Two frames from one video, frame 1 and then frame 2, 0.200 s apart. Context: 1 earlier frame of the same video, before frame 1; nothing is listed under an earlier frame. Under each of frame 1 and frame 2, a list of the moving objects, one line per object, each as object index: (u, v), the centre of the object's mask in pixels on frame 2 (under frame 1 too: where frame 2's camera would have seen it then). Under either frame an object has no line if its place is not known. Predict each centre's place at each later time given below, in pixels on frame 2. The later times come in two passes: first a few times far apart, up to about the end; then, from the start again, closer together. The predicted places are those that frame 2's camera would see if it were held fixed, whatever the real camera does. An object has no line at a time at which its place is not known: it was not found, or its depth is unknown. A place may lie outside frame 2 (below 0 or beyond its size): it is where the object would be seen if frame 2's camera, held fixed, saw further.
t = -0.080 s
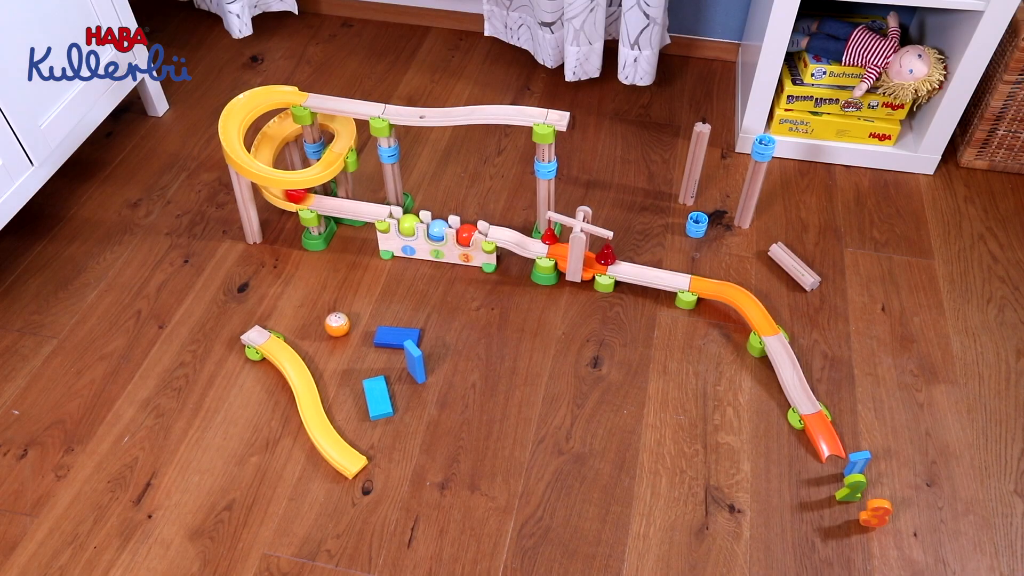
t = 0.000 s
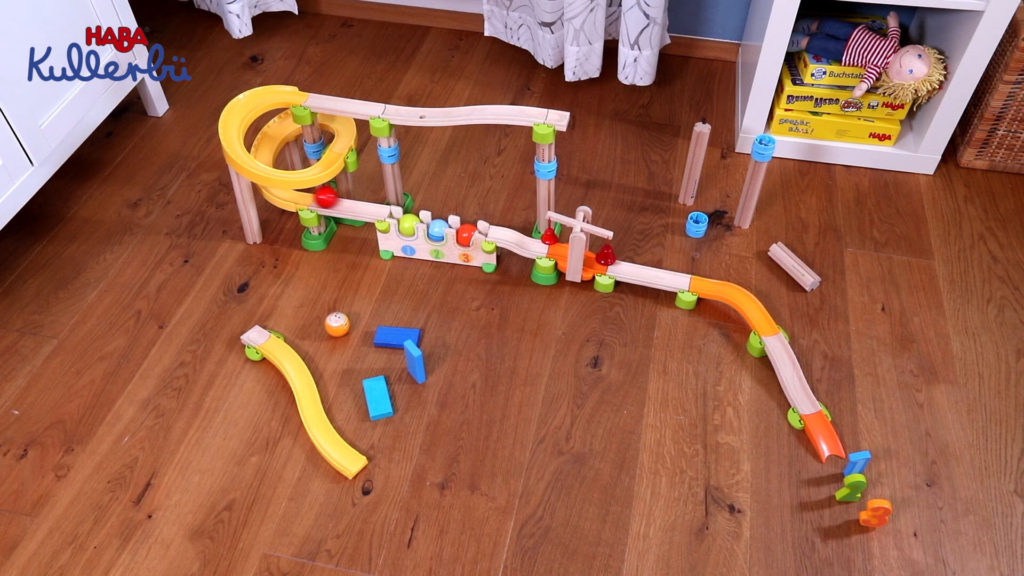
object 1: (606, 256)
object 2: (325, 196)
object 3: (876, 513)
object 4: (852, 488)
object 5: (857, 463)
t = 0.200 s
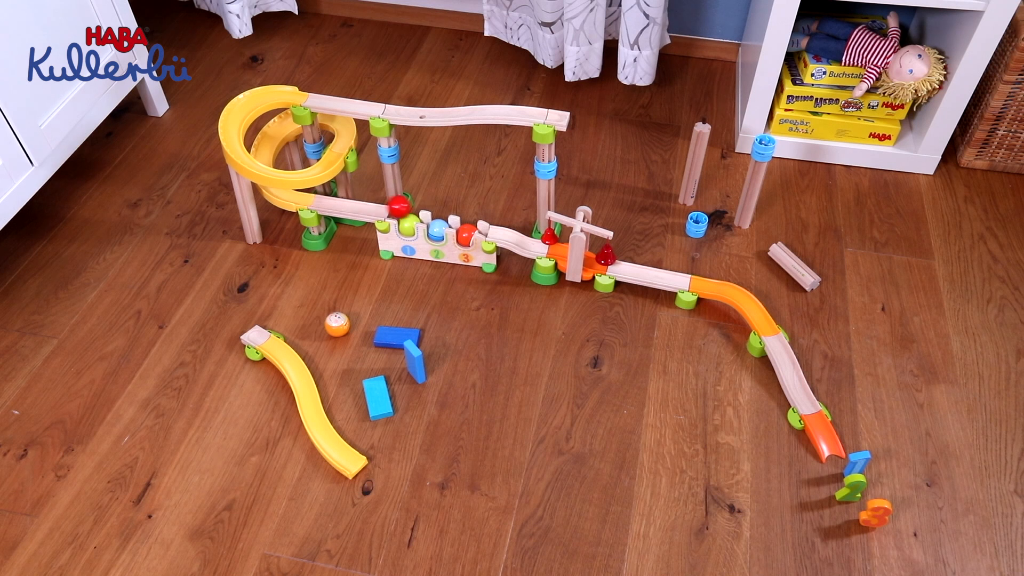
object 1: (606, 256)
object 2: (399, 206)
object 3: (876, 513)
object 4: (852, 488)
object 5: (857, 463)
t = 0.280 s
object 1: (606, 256)
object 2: (420, 208)
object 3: (876, 513)
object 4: (852, 488)
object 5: (857, 463)
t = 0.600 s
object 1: (606, 256)
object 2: (485, 222)
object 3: (876, 513)
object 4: (852, 488)
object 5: (857, 463)
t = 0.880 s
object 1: (606, 256)
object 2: (547, 242)
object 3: (876, 513)
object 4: (852, 488)
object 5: (857, 463)
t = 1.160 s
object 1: (631, 244)
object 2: (623, 262)
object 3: (876, 513)
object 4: (852, 488)
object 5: (857, 463)
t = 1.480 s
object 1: (596, 252)
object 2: (702, 278)
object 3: (876, 513)
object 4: (852, 488)
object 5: (857, 463)
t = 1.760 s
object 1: (606, 255)
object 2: (745, 291)
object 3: (876, 513)
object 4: (852, 488)
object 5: (857, 463)
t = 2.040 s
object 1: (617, 255)
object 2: (776, 331)
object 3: (876, 513)
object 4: (852, 488)
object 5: (857, 463)
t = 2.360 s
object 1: (592, 250)
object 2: (811, 399)
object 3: (876, 513)
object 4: (852, 488)
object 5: (857, 463)
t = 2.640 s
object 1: (617, 255)
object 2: (848, 474)
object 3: (876, 513)
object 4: (854, 494)
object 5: (888, 494)
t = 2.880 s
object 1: (598, 254)
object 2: (872, 514)
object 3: (899, 554)
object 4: (855, 546)
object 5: (947, 531)
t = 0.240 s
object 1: (606, 256)
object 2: (410, 205)
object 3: (876, 513)
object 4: (852, 488)
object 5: (857, 463)
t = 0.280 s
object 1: (606, 256)
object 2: (420, 208)
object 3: (876, 513)
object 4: (852, 488)
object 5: (857, 463)
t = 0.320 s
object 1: (606, 256)
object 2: (429, 212)
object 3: (876, 513)
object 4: (852, 488)
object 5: (857, 463)
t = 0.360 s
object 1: (606, 256)
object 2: (439, 213)
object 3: (876, 513)
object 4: (852, 488)
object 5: (857, 463)
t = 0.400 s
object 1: (606, 256)
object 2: (448, 215)
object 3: (876, 513)
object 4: (852, 488)
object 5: (857, 463)
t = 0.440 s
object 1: (606, 256)
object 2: (456, 217)
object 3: (876, 513)
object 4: (852, 488)
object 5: (857, 463)
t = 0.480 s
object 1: (606, 256)
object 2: (463, 217)
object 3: (876, 513)
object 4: (852, 488)
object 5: (857, 463)
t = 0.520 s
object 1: (606, 256)
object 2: (470, 218)
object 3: (876, 513)
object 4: (852, 488)
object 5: (857, 463)
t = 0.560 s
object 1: (606, 256)
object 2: (478, 220)
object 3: (876, 513)
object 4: (852, 488)
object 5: (857, 463)
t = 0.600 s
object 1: (606, 256)
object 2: (485, 222)
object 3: (876, 513)
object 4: (852, 488)
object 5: (857, 463)
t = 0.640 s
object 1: (606, 256)
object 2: (492, 226)
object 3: (876, 513)
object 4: (852, 488)
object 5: (857, 463)
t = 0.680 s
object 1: (606, 256)
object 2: (500, 227)
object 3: (876, 513)
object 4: (852, 488)
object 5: (857, 463)
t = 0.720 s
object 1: (606, 256)
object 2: (508, 229)
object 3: (876, 513)
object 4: (852, 488)
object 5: (857, 463)
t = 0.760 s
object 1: (606, 256)
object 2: (517, 232)
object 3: (876, 513)
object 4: (852, 488)
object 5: (857, 463)
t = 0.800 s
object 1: (606, 256)
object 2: (526, 236)
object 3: (876, 513)
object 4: (852, 488)
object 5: (857, 463)
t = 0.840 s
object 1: (606, 256)
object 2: (536, 240)
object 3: (876, 513)
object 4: (852, 488)
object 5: (857, 463)
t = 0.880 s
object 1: (606, 256)
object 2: (547, 242)
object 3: (876, 513)
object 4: (852, 488)
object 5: (857, 463)
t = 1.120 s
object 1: (629, 248)
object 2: (612, 260)
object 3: (876, 513)
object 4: (852, 488)
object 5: (857, 463)
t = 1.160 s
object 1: (631, 244)
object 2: (623, 262)
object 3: (876, 513)
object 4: (852, 488)
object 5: (857, 463)
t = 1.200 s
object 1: (629, 244)
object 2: (634, 265)
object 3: (876, 513)
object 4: (852, 488)
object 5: (857, 463)
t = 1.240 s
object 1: (624, 247)
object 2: (644, 266)
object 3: (876, 513)
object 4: (852, 488)
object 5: (857, 463)
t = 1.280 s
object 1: (613, 251)
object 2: (654, 268)
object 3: (876, 513)
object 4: (852, 488)
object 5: (857, 463)
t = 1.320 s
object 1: (601, 252)
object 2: (664, 270)
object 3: (876, 513)
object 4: (852, 488)
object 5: (857, 463)
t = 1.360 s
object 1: (593, 250)
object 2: (675, 272)
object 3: (876, 513)
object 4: (852, 488)
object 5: (857, 463)
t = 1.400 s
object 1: (593, 248)
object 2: (685, 274)
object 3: (876, 513)
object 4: (852, 488)
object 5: (857, 463)
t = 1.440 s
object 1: (593, 249)
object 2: (694, 276)
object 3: (876, 513)
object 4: (852, 488)
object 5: (857, 463)
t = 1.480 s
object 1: (596, 252)
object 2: (702, 278)
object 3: (876, 513)
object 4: (852, 488)
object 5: (857, 463)
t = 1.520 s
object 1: (605, 255)
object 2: (712, 280)
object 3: (876, 513)
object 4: (852, 488)
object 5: (857, 463)
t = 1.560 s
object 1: (615, 255)
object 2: (720, 281)
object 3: (876, 513)
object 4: (852, 488)
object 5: (857, 463)
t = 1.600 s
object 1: (622, 253)
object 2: (726, 282)
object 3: (876, 513)
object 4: (852, 488)
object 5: (857, 463)
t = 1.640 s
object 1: (624, 253)
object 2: (732, 284)
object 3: (876, 513)
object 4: (852, 488)
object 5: (857, 463)
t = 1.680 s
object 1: (621, 253)
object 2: (737, 286)
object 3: (876, 513)
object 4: (852, 488)
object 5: (857, 463)
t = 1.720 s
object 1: (616, 255)
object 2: (740, 289)
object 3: (876, 513)
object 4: (852, 488)
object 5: (857, 463)
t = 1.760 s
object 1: (606, 255)
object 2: (745, 291)
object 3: (876, 513)
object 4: (852, 488)
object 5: (857, 463)
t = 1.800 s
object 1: (596, 253)
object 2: (749, 295)
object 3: (876, 513)
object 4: (852, 488)
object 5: (857, 463)
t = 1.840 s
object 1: (592, 250)
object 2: (753, 299)
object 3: (876, 513)
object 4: (852, 488)
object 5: (857, 463)
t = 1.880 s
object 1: (592, 249)
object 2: (758, 304)
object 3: (876, 513)
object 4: (852, 488)
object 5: (857, 463)
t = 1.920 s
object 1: (593, 250)
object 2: (763, 311)
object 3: (876, 513)
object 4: (852, 488)
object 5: (857, 463)
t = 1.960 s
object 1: (599, 254)
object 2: (767, 318)
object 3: (876, 513)
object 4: (852, 488)
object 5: (857, 463)
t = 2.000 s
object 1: (609, 255)
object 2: (771, 324)
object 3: (876, 513)
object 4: (852, 488)
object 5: (857, 463)
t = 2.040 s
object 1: (617, 255)
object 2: (776, 331)
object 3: (876, 513)
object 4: (852, 488)
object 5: (857, 463)
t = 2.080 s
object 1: (622, 254)
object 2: (780, 336)
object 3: (876, 513)
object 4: (852, 488)
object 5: (857, 463)
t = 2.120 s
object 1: (622, 254)
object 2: (783, 343)
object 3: (876, 513)
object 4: (852, 488)
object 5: (857, 463)
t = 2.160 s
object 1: (620, 255)
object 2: (787, 349)
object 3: (876, 513)
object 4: (852, 488)
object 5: (857, 463)
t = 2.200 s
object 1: (612, 256)
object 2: (790, 357)
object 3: (876, 513)
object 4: (852, 488)
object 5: (857, 463)
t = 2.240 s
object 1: (603, 255)
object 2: (794, 366)
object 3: (876, 513)
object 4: (852, 488)
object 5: (857, 463)
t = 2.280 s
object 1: (595, 252)
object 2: (799, 377)
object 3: (876, 513)
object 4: (852, 488)
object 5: (857, 463)
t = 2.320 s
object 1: (592, 250)
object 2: (804, 388)
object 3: (876, 513)
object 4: (852, 488)
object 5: (857, 463)
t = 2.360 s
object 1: (592, 250)
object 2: (811, 399)
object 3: (876, 513)
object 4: (852, 488)
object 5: (857, 463)
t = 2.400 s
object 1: (595, 252)
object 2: (817, 409)
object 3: (876, 513)
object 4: (852, 488)
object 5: (857, 463)
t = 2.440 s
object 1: (602, 255)
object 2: (823, 420)
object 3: (876, 513)
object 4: (852, 488)
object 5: (857, 463)
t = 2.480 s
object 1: (611, 256)
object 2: (829, 432)
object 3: (876, 513)
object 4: (852, 488)
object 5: (857, 463)
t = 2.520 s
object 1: (618, 255)
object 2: (836, 446)
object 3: (876, 513)
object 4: (852, 488)
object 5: (857, 463)
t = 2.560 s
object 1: (621, 254)
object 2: (842, 458)
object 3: (876, 513)
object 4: (852, 488)
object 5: (863, 463)
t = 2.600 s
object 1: (621, 254)
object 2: (845, 467)
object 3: (876, 513)
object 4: (852, 488)
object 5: (876, 480)
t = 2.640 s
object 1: (617, 255)
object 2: (848, 474)
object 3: (876, 513)
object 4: (854, 494)
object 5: (888, 494)
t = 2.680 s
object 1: (609, 256)
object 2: (852, 483)
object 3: (877, 516)
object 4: (855, 503)
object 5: (908, 507)
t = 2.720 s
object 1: (600, 254)
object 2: (858, 489)
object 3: (879, 521)
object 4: (855, 509)
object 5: (914, 512)
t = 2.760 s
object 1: (594, 252)
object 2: (863, 496)
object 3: (884, 527)
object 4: (856, 516)
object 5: (923, 517)
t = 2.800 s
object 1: (593, 251)
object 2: (867, 504)
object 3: (893, 538)
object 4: (857, 525)
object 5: (931, 524)
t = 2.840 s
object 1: (593, 251)
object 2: (870, 510)
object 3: (895, 550)
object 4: (856, 536)
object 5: (940, 527)
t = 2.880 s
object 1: (598, 254)
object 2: (872, 514)
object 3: (899, 554)
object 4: (855, 546)
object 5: (947, 531)
